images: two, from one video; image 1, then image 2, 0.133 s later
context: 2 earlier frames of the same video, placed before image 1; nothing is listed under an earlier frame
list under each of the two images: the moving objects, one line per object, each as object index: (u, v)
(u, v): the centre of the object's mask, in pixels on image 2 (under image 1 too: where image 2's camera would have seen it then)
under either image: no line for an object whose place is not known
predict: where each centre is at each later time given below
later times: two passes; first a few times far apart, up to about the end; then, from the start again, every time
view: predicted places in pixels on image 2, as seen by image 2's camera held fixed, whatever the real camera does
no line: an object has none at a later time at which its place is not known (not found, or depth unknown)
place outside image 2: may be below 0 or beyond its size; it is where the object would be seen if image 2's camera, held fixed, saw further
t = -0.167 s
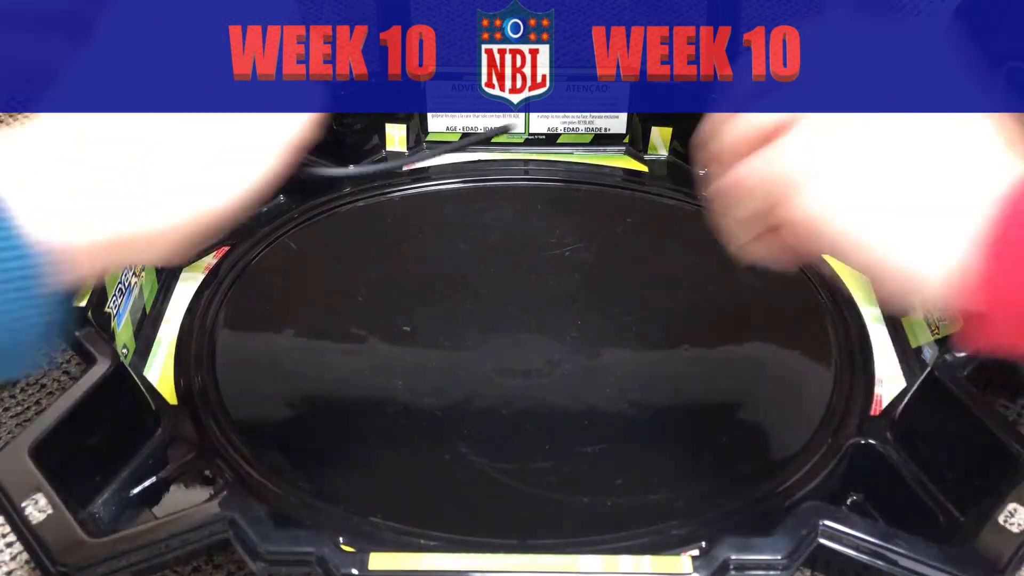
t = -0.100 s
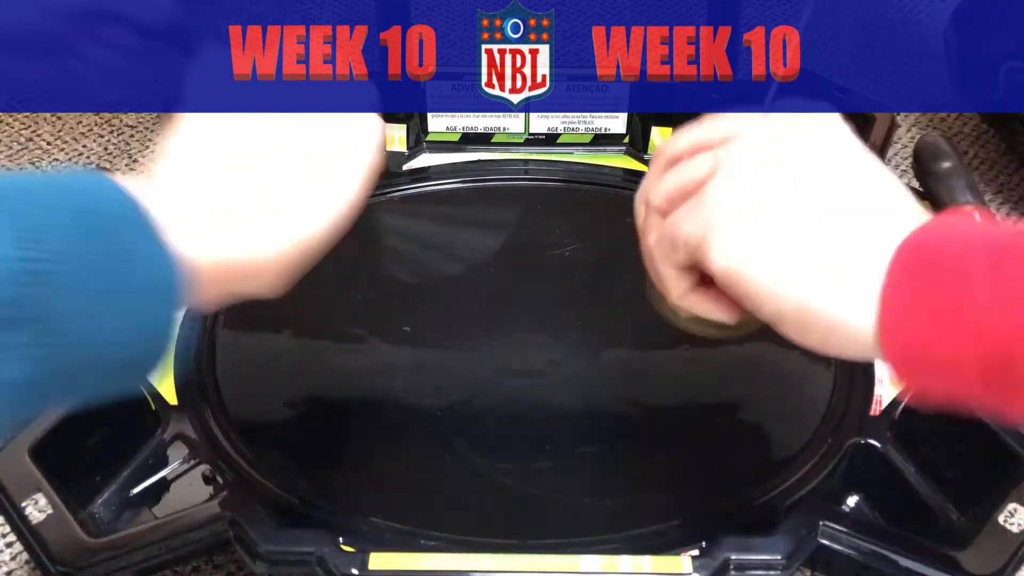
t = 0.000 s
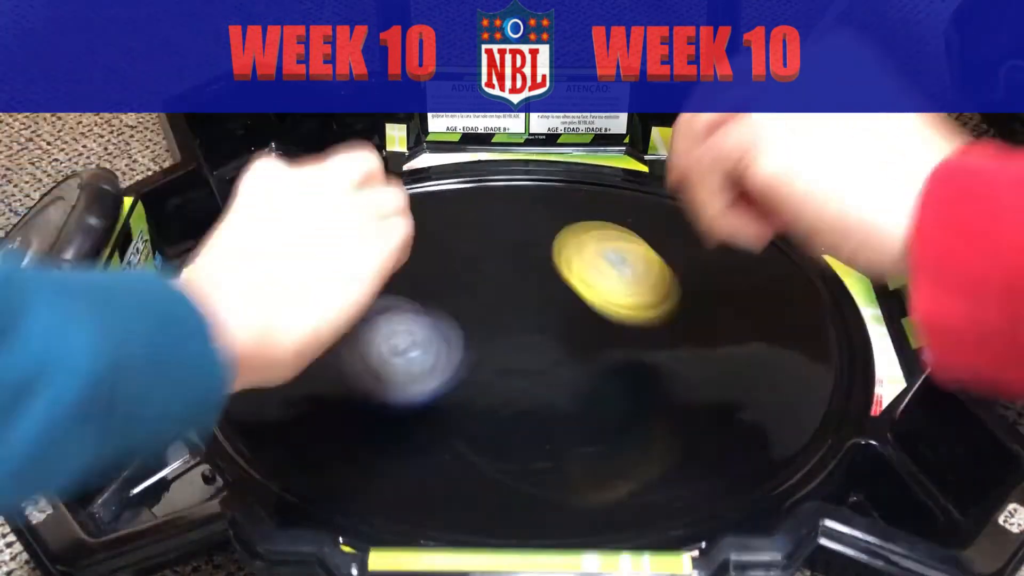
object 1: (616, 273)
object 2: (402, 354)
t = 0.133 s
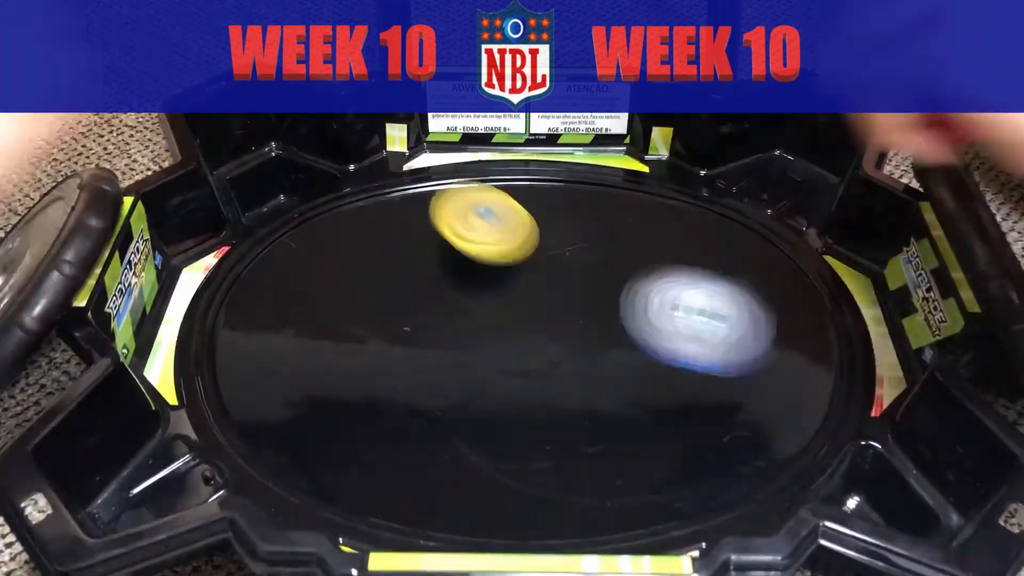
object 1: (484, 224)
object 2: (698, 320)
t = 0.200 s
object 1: (439, 197)
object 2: (812, 320)
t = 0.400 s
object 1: (355, 195)
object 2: (761, 315)
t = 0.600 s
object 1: (360, 275)
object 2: (505, 353)
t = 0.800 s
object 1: (400, 307)
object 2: (376, 392)
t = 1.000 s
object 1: (485, 325)
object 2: (325, 364)
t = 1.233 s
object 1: (579, 321)
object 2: (376, 291)
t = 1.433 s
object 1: (669, 318)
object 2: (497, 311)
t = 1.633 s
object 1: (799, 314)
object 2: (396, 326)
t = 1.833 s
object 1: (632, 342)
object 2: (432, 305)
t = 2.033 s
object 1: (559, 349)
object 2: (431, 349)
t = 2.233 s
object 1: (552, 369)
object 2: (386, 362)
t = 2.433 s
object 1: (535, 391)
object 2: (344, 340)
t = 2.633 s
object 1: (514, 399)
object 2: (364, 301)
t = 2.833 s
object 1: (504, 402)
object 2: (480, 316)
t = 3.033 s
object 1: (501, 401)
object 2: (566, 331)
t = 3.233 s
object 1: (490, 368)
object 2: (605, 380)
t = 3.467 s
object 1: (467, 316)
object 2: (514, 394)
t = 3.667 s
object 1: (443, 274)
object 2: (514, 346)
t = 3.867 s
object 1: (437, 254)
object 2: (598, 319)
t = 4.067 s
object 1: (450, 252)
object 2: (650, 350)
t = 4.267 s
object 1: (478, 258)
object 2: (574, 361)
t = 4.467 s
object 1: (495, 246)
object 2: (543, 331)
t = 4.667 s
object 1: (512, 263)
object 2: (567, 329)
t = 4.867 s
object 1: (523, 290)
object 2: (561, 371)
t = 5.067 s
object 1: (532, 283)
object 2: (490, 404)
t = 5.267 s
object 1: (530, 303)
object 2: (427, 364)
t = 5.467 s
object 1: (554, 320)
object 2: (439, 303)
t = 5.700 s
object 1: (578, 352)
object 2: (505, 259)
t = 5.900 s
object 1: (571, 363)
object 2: (576, 273)
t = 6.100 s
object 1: (558, 410)
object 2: (628, 274)
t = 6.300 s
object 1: (554, 407)
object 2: (599, 326)
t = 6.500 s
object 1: (492, 451)
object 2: (574, 277)
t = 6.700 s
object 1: (489, 409)
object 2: (557, 269)
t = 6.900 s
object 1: (483, 361)
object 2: (524, 288)
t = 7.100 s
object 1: (456, 346)
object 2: (538, 264)
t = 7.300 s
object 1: (467, 314)
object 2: (558, 291)
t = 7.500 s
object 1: (477, 286)
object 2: (584, 341)
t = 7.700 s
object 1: (513, 279)
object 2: (538, 374)
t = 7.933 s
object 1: (555, 292)
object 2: (464, 353)
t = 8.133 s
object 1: (592, 316)
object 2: (471, 304)
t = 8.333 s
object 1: (618, 348)
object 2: (533, 284)
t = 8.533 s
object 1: (630, 381)
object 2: (581, 293)
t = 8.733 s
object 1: (615, 398)
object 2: (580, 316)
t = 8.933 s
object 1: (586, 408)
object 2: (529, 312)
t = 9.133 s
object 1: (544, 389)
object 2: (488, 293)
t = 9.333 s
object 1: (496, 364)
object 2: (485, 274)
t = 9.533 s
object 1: (453, 319)
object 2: (515, 263)
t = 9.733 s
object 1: (435, 278)
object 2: (534, 305)
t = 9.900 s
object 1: (443, 263)
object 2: (516, 342)
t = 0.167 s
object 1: (461, 208)
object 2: (767, 341)
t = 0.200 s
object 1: (439, 197)
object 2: (812, 320)
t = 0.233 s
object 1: (420, 187)
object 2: (872, 291)
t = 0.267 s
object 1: (403, 180)
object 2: (882, 275)
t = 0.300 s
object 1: (387, 177)
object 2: (857, 273)
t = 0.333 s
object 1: (374, 179)
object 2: (829, 289)
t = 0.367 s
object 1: (364, 186)
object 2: (797, 317)
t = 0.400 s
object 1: (355, 195)
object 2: (761, 315)
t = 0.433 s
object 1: (349, 206)
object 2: (721, 313)
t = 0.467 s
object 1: (346, 218)
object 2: (678, 325)
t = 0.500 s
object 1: (346, 231)
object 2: (635, 343)
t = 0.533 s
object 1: (348, 245)
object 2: (590, 346)
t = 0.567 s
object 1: (352, 260)
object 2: (546, 350)
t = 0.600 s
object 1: (360, 275)
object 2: (505, 353)
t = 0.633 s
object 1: (370, 290)
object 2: (465, 353)
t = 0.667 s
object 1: (374, 298)
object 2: (438, 354)
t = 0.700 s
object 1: (373, 297)
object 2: (420, 362)
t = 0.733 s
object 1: (379, 300)
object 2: (404, 381)
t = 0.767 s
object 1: (388, 303)
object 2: (388, 387)
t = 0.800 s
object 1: (400, 307)
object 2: (376, 392)
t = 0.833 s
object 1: (414, 311)
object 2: (365, 392)
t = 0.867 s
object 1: (428, 315)
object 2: (355, 390)
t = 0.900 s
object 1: (442, 319)
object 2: (346, 386)
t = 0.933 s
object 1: (457, 322)
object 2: (338, 380)
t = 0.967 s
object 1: (471, 324)
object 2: (331, 373)
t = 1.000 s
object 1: (485, 325)
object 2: (325, 364)
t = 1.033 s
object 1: (498, 325)
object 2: (320, 354)
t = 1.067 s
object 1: (511, 324)
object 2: (318, 343)
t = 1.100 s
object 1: (525, 323)
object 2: (317, 331)
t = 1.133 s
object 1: (539, 322)
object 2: (323, 317)
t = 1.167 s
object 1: (554, 321)
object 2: (336, 306)
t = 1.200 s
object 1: (568, 321)
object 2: (354, 297)
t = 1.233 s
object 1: (579, 321)
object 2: (376, 291)
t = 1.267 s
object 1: (589, 321)
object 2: (402, 288)
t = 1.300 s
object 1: (598, 321)
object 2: (429, 289)
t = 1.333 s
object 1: (606, 320)
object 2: (457, 291)
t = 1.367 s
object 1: (613, 320)
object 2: (485, 296)
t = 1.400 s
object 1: (621, 320)
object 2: (511, 304)
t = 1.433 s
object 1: (669, 318)
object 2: (497, 311)
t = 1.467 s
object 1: (731, 315)
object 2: (471, 317)
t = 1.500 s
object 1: (784, 310)
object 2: (448, 323)
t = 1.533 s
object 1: (827, 305)
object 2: (432, 328)
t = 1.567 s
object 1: (829, 301)
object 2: (418, 330)
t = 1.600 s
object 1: (817, 308)
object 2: (407, 329)
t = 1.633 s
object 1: (799, 314)
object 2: (396, 326)
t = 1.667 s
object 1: (780, 319)
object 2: (390, 321)
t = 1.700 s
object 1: (755, 324)
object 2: (389, 314)
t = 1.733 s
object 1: (728, 330)
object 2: (393, 308)
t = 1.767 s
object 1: (697, 335)
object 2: (403, 304)
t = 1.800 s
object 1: (665, 339)
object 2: (416, 303)
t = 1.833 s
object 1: (632, 342)
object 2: (432, 305)
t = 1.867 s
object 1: (599, 346)
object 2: (448, 310)
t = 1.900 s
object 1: (569, 348)
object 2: (464, 317)
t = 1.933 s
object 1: (555, 344)
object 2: (463, 313)
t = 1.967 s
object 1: (557, 346)
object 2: (452, 313)
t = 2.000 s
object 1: (558, 347)
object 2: (441, 327)
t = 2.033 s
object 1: (559, 349)
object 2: (431, 349)
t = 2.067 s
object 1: (559, 349)
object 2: (423, 351)
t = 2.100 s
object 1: (559, 354)
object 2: (415, 359)
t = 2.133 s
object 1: (558, 357)
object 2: (408, 362)
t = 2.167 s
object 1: (556, 362)
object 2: (401, 363)
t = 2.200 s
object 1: (554, 365)
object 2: (394, 363)
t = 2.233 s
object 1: (552, 369)
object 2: (386, 362)
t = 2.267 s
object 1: (549, 373)
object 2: (379, 360)
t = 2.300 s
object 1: (547, 377)
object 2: (373, 357)
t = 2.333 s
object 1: (544, 381)
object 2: (366, 353)
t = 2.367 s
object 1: (542, 385)
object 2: (358, 349)
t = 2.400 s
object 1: (538, 388)
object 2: (351, 345)
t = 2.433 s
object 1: (535, 391)
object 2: (344, 340)
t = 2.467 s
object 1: (532, 393)
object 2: (337, 334)
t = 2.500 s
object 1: (528, 395)
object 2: (332, 327)
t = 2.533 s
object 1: (525, 397)
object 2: (331, 319)
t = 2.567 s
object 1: (521, 398)
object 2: (336, 310)
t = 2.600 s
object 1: (518, 398)
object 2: (348, 304)
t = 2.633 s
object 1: (514, 399)
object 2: (364, 301)
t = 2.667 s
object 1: (511, 398)
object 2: (383, 300)
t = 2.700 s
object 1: (507, 398)
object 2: (404, 302)
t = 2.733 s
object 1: (503, 396)
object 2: (425, 307)
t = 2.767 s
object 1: (500, 395)
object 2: (447, 313)
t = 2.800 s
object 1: (500, 397)
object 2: (465, 317)
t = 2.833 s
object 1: (504, 402)
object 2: (480, 316)
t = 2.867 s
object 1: (506, 404)
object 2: (496, 317)
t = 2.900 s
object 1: (506, 404)
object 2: (510, 321)
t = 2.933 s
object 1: (506, 407)
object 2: (523, 321)
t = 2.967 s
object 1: (504, 407)
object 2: (536, 323)
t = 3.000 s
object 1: (502, 405)
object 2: (551, 327)
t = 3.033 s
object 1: (501, 401)
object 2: (566, 331)
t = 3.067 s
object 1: (500, 396)
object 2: (581, 335)
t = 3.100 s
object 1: (498, 390)
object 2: (593, 342)
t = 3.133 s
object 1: (496, 385)
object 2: (601, 350)
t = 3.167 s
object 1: (495, 379)
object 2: (606, 359)
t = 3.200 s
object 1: (492, 373)
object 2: (608, 370)
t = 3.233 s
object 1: (490, 368)
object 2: (605, 380)
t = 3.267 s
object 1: (488, 362)
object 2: (597, 389)
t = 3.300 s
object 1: (486, 356)
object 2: (586, 396)
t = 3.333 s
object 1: (484, 350)
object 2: (572, 400)
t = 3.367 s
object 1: (482, 343)
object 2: (555, 402)
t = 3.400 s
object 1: (476, 334)
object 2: (540, 401)
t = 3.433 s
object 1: (471, 324)
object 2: (527, 399)
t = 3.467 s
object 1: (467, 316)
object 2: (514, 394)
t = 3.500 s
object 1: (463, 310)
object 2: (502, 387)
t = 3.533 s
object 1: (460, 304)
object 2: (495, 378)
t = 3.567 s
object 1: (454, 293)
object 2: (496, 370)
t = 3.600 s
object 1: (450, 286)
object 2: (499, 363)
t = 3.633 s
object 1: (447, 279)
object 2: (505, 353)
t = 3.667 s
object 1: (443, 274)
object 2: (514, 346)
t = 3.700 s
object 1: (441, 270)
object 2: (525, 340)
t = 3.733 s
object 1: (439, 265)
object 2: (539, 335)
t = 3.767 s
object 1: (438, 262)
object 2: (553, 330)
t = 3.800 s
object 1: (437, 259)
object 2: (568, 325)
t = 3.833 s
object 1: (437, 256)
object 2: (584, 320)
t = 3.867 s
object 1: (437, 254)
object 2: (598, 319)
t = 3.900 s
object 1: (438, 253)
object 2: (612, 320)
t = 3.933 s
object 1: (439, 252)
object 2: (624, 323)
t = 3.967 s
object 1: (441, 252)
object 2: (636, 328)
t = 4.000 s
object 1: (443, 252)
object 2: (645, 334)
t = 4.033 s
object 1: (447, 252)
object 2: (650, 342)
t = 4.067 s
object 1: (450, 252)
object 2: (650, 350)
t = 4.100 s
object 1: (454, 253)
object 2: (645, 358)
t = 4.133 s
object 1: (459, 254)
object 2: (635, 364)
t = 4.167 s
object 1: (463, 255)
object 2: (621, 368)
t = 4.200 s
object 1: (468, 255)
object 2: (606, 369)
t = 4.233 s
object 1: (473, 257)
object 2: (590, 366)
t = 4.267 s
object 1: (478, 258)
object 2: (574, 361)
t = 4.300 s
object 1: (483, 259)
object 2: (561, 355)
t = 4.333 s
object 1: (489, 261)
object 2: (547, 346)
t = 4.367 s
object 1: (493, 262)
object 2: (540, 336)
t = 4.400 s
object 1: (497, 260)
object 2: (537, 330)
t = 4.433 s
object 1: (495, 251)
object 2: (540, 331)
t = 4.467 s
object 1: (495, 246)
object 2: (543, 331)
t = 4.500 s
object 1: (496, 244)
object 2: (545, 330)
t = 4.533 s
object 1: (499, 246)
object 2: (549, 329)
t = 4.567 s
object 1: (502, 249)
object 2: (552, 328)
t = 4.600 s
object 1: (506, 254)
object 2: (556, 328)
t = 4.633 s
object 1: (509, 259)
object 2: (561, 328)
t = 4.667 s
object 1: (512, 263)
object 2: (567, 329)
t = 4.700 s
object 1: (512, 264)
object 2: (573, 334)
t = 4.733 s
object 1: (514, 267)
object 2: (577, 340)
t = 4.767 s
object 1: (516, 272)
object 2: (578, 348)
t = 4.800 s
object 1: (518, 277)
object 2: (574, 356)
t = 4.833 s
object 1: (521, 283)
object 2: (569, 364)
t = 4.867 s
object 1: (523, 290)
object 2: (561, 371)
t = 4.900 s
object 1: (526, 296)
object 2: (550, 376)
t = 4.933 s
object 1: (529, 302)
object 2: (537, 380)
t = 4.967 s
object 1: (531, 302)
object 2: (524, 384)
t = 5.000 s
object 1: (531, 293)
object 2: (514, 395)
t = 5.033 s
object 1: (532, 286)
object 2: (503, 401)
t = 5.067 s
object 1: (532, 283)
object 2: (490, 404)
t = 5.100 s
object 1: (533, 283)
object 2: (475, 404)
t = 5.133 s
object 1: (533, 285)
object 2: (461, 400)
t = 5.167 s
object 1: (532, 289)
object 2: (448, 395)
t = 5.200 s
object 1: (532, 293)
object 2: (438, 386)
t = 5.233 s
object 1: (531, 298)
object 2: (430, 376)
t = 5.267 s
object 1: (530, 303)
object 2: (427, 364)
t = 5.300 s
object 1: (530, 308)
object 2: (426, 353)
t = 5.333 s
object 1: (529, 312)
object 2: (428, 341)
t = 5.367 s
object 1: (532, 315)
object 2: (431, 330)
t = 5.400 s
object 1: (542, 316)
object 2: (431, 321)
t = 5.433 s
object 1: (550, 317)
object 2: (433, 312)
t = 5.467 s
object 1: (554, 320)
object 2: (439, 303)
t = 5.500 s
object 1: (557, 323)
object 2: (448, 295)
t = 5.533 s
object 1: (557, 326)
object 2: (460, 288)
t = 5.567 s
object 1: (558, 330)
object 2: (472, 283)
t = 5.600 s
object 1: (566, 337)
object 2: (478, 275)
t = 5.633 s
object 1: (573, 344)
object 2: (485, 268)
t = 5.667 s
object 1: (577, 349)
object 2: (494, 262)
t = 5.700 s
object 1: (578, 352)
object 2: (505, 259)
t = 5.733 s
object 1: (578, 353)
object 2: (518, 258)
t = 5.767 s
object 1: (577, 355)
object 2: (531, 258)
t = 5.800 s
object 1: (576, 356)
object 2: (544, 260)
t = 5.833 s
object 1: (574, 357)
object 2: (556, 264)
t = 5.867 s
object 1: (572, 357)
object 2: (568, 270)
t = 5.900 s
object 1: (571, 363)
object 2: (576, 273)
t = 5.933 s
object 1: (568, 381)
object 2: (584, 266)
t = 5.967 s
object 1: (564, 394)
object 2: (592, 261)
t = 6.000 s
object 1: (560, 403)
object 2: (601, 261)
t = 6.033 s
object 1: (558, 407)
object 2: (612, 263)
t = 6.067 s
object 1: (558, 409)
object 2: (621, 267)
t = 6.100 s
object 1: (558, 410)
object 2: (628, 274)
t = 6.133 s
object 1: (558, 410)
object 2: (631, 283)
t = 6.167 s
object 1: (558, 409)
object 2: (630, 293)
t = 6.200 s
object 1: (558, 409)
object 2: (626, 302)
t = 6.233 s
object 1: (558, 407)
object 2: (619, 312)
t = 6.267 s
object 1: (557, 406)
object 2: (609, 321)
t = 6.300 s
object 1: (554, 407)
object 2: (599, 326)
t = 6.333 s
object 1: (540, 425)
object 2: (595, 314)
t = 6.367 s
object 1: (524, 439)
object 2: (591, 302)
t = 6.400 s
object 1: (511, 448)
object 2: (586, 294)
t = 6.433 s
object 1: (501, 453)
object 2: (580, 288)
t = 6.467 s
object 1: (495, 454)
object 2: (577, 282)
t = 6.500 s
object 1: (492, 451)
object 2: (574, 277)
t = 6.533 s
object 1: (491, 448)
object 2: (571, 274)
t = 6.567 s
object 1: (490, 441)
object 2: (568, 271)
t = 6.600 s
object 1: (490, 434)
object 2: (565, 269)
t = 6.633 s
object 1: (490, 427)
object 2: (562, 268)
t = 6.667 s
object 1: (490, 418)
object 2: (560, 268)
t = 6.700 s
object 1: (489, 409)
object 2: (557, 269)
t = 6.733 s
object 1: (489, 400)
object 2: (554, 271)
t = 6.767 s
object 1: (489, 392)
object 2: (550, 273)
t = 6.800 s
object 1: (488, 383)
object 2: (545, 276)
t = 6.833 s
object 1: (486, 375)
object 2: (539, 280)
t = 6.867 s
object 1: (485, 367)
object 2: (531, 285)
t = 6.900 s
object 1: (483, 361)
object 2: (524, 288)
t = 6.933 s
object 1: (476, 363)
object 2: (521, 284)
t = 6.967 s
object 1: (467, 364)
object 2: (521, 278)
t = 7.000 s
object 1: (461, 362)
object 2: (524, 272)
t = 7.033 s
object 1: (457, 358)
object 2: (528, 268)
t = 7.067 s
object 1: (456, 352)
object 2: (532, 265)
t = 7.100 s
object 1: (456, 346)
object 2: (538, 264)
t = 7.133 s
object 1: (457, 340)
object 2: (544, 265)
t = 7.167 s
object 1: (459, 335)
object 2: (549, 268)
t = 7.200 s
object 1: (461, 329)
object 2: (553, 272)
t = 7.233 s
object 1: (464, 324)
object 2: (555, 278)
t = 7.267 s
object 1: (466, 319)
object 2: (556, 284)
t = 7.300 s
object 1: (467, 314)
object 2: (558, 291)
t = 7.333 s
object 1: (464, 309)
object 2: (565, 299)
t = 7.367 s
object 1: (463, 303)
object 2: (574, 306)
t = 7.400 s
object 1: (465, 298)
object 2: (579, 314)
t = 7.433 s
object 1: (468, 293)
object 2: (584, 323)
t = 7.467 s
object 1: (472, 289)
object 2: (585, 332)
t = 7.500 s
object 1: (477, 286)
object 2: (584, 341)
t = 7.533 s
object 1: (483, 283)
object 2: (581, 349)
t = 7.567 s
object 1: (489, 282)
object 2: (574, 355)
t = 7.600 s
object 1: (495, 280)
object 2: (568, 362)
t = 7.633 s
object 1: (501, 279)
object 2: (558, 367)
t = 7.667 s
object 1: (507, 279)
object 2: (549, 371)
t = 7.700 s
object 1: (513, 279)
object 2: (538, 374)
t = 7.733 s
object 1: (519, 280)
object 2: (528, 376)
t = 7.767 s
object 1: (525, 281)
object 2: (515, 375)
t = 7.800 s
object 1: (531, 282)
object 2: (504, 375)
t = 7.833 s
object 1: (537, 284)
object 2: (492, 371)
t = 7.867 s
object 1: (543, 287)
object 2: (482, 367)
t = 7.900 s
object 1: (549, 289)
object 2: (473, 360)
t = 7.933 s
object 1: (555, 292)
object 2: (464, 353)
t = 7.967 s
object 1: (562, 295)
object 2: (460, 345)
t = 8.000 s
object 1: (568, 299)
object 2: (457, 336)
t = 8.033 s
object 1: (574, 303)
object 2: (457, 327)
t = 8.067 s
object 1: (580, 307)
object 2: (459, 319)
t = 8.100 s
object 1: (586, 311)
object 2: (464, 311)
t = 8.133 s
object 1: (592, 316)
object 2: (471, 304)
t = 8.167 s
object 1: (597, 322)
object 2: (480, 298)
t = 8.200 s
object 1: (601, 327)
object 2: (489, 292)
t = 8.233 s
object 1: (606, 332)
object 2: (500, 289)
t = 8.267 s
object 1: (611, 338)
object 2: (510, 286)
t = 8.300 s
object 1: (615, 343)
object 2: (522, 285)
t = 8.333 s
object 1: (618, 348)
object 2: (533, 284)
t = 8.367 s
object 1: (620, 353)
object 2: (544, 284)
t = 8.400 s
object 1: (622, 358)
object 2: (556, 287)
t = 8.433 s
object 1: (623, 362)
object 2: (565, 289)
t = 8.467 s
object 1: (626, 369)
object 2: (573, 292)
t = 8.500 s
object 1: (629, 376)
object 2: (577, 292)
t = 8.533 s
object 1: (630, 381)
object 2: (581, 293)
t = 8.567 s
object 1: (629, 385)
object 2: (584, 295)
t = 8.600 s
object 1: (628, 389)
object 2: (586, 298)
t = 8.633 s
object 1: (626, 392)
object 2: (587, 302)
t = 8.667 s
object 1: (623, 394)
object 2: (586, 306)
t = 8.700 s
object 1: (620, 397)
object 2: (584, 311)
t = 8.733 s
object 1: (615, 398)
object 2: (580, 316)
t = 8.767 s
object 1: (611, 400)
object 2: (575, 321)
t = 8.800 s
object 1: (608, 404)
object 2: (567, 322)
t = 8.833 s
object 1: (603, 408)
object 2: (558, 320)
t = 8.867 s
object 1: (598, 409)
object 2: (550, 318)
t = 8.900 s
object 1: (592, 409)
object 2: (540, 315)
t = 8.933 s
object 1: (586, 408)
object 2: (529, 312)
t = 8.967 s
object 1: (579, 406)
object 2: (520, 310)
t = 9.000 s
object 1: (572, 403)
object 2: (510, 306)
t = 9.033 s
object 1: (565, 400)
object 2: (500, 302)
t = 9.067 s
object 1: (558, 397)
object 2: (495, 299)
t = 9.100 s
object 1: (551, 393)
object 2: (491, 296)
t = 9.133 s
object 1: (544, 389)
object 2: (488, 293)
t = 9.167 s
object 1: (537, 384)
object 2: (486, 290)
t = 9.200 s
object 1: (530, 379)
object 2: (485, 288)
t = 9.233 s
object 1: (522, 373)
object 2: (485, 287)
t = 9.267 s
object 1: (513, 367)
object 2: (486, 287)
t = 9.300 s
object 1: (504, 365)
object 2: (485, 281)
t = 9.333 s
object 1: (496, 364)
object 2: (485, 274)
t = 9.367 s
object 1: (486, 358)
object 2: (488, 268)
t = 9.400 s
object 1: (479, 351)
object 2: (492, 264)
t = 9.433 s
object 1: (471, 343)
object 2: (497, 261)
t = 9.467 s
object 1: (465, 336)
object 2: (503, 260)
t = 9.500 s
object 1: (459, 327)
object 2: (509, 261)
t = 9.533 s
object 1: (453, 319)
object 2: (515, 263)
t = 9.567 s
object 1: (448, 311)
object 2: (522, 267)
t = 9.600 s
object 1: (443, 303)
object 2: (527, 272)
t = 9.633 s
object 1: (440, 296)
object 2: (531, 279)
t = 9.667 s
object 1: (437, 289)
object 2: (533, 288)
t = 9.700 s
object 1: (436, 283)
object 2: (534, 297)
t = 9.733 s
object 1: (435, 278)
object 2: (534, 305)
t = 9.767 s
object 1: (435, 274)
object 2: (532, 313)
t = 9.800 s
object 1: (436, 270)
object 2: (529, 320)
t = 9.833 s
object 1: (438, 267)
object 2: (524, 327)
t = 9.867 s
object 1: (440, 265)
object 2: (520, 334)
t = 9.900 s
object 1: (443, 263)
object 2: (516, 342)
